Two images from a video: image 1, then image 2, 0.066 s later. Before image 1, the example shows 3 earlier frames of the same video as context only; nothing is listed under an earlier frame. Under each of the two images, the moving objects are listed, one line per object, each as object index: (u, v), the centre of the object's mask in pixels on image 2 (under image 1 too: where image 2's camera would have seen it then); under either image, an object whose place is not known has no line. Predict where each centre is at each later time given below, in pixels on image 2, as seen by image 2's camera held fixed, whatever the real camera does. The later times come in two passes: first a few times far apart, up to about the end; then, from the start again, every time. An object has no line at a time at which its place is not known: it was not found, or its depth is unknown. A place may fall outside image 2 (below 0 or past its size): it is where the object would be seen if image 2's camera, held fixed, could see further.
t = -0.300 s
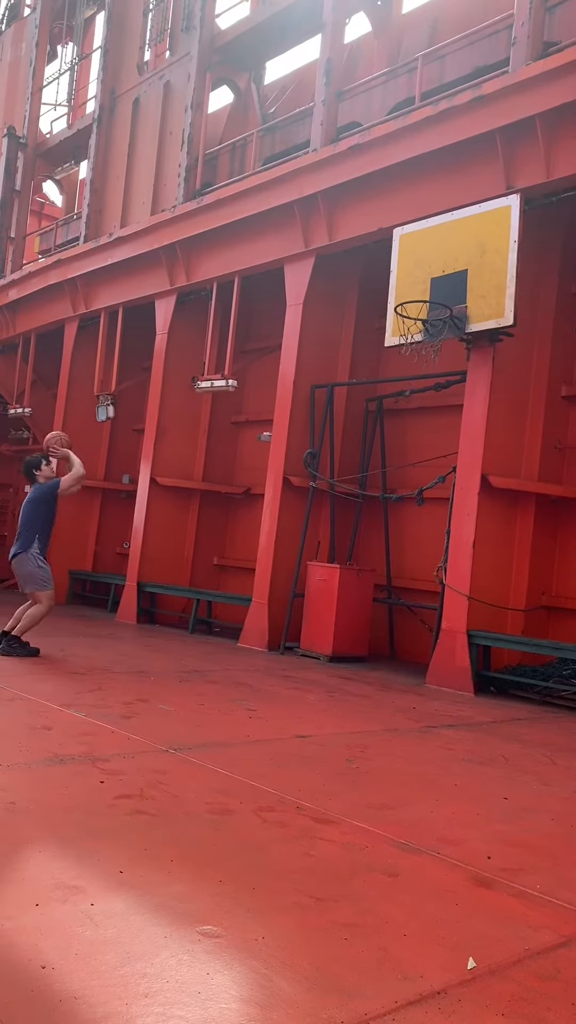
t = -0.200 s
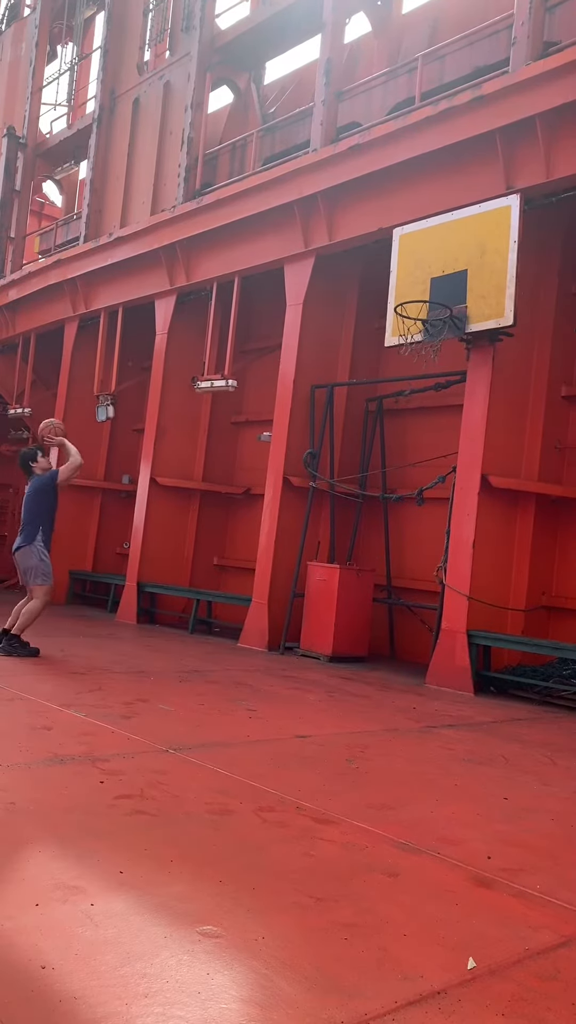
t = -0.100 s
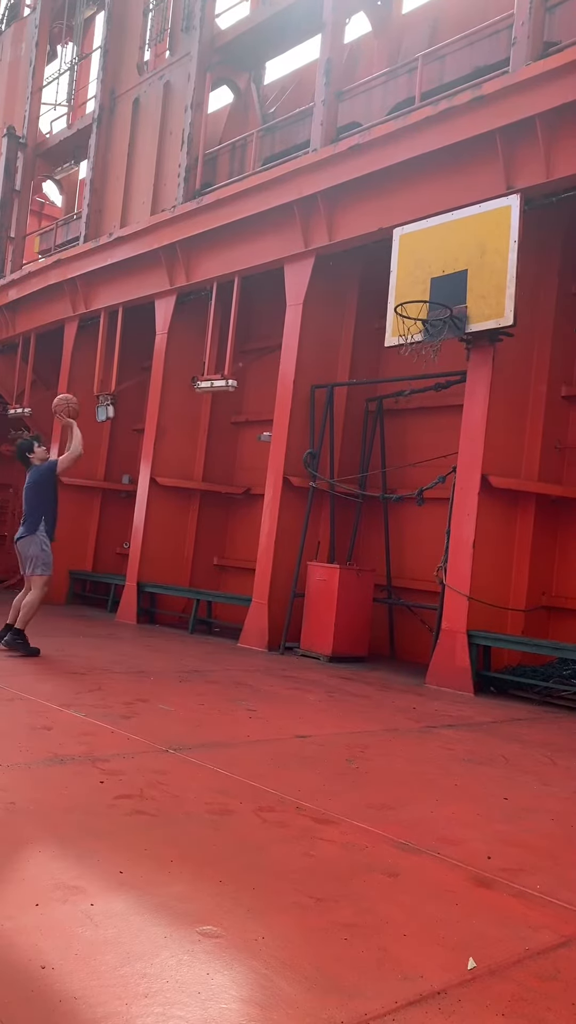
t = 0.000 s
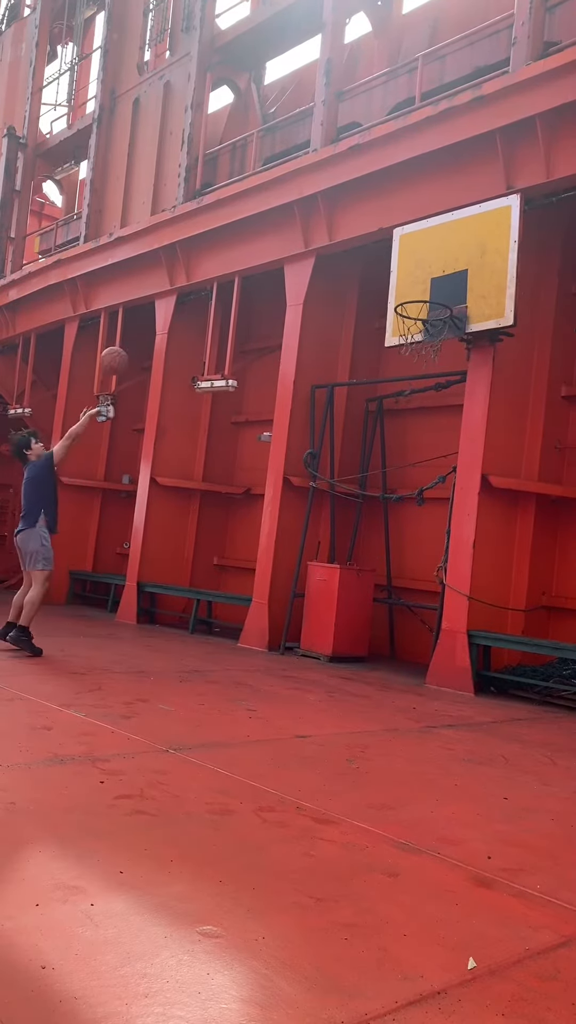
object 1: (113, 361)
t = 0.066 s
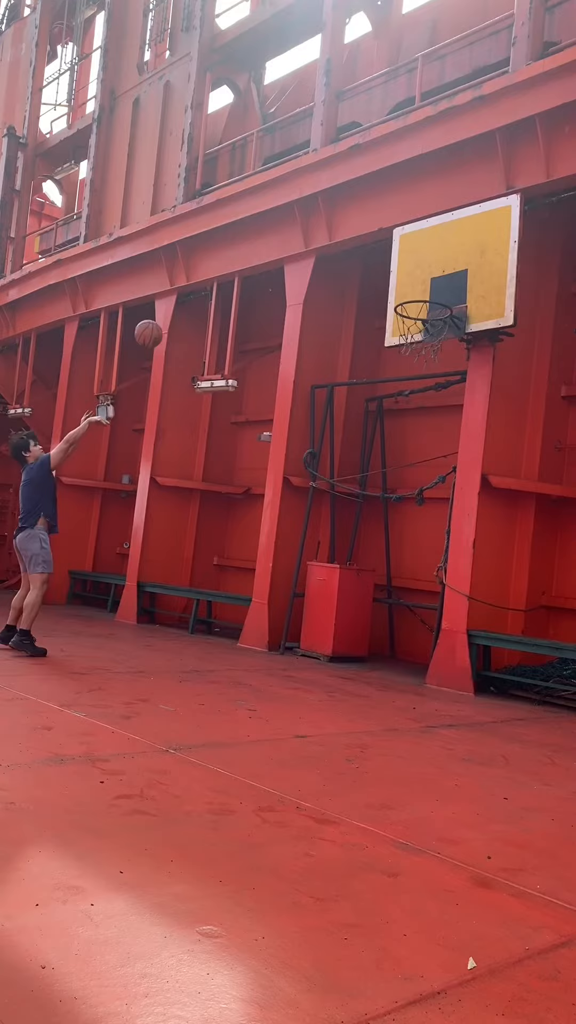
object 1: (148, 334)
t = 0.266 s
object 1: (248, 285)
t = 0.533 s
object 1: (371, 290)
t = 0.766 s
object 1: (366, 318)
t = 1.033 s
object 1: (263, 398)
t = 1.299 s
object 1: (152, 567)
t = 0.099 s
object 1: (165, 322)
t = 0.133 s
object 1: (181, 311)
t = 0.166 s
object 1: (199, 303)
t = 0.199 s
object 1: (215, 295)
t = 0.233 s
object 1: (231, 289)
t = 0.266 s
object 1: (248, 285)
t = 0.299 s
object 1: (264, 281)
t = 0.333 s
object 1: (279, 279)
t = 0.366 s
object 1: (295, 278)
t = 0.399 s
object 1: (310, 277)
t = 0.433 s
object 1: (326, 278)
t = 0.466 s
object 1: (341, 280)
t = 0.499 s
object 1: (356, 285)
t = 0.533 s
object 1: (371, 290)
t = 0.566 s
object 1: (385, 297)
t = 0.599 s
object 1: (388, 300)
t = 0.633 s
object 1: (389, 303)
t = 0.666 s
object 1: (388, 307)
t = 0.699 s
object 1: (388, 313)
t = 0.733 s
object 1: (377, 315)
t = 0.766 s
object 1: (366, 318)
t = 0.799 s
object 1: (352, 323)
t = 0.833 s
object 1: (340, 331)
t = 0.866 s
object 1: (327, 339)
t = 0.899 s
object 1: (314, 348)
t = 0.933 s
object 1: (302, 359)
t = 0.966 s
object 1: (288, 371)
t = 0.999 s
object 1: (276, 384)
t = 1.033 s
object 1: (263, 398)
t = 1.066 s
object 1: (249, 414)
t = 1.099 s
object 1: (236, 431)
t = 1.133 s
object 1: (222, 450)
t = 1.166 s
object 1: (208, 470)
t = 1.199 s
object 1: (195, 492)
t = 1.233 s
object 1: (181, 516)
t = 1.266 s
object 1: (167, 540)
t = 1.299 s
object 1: (152, 567)
